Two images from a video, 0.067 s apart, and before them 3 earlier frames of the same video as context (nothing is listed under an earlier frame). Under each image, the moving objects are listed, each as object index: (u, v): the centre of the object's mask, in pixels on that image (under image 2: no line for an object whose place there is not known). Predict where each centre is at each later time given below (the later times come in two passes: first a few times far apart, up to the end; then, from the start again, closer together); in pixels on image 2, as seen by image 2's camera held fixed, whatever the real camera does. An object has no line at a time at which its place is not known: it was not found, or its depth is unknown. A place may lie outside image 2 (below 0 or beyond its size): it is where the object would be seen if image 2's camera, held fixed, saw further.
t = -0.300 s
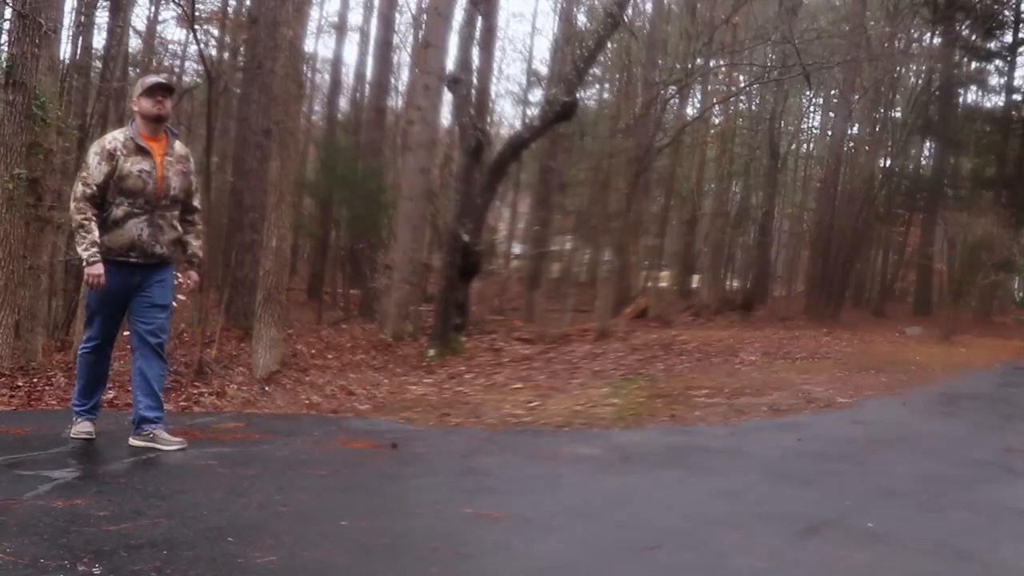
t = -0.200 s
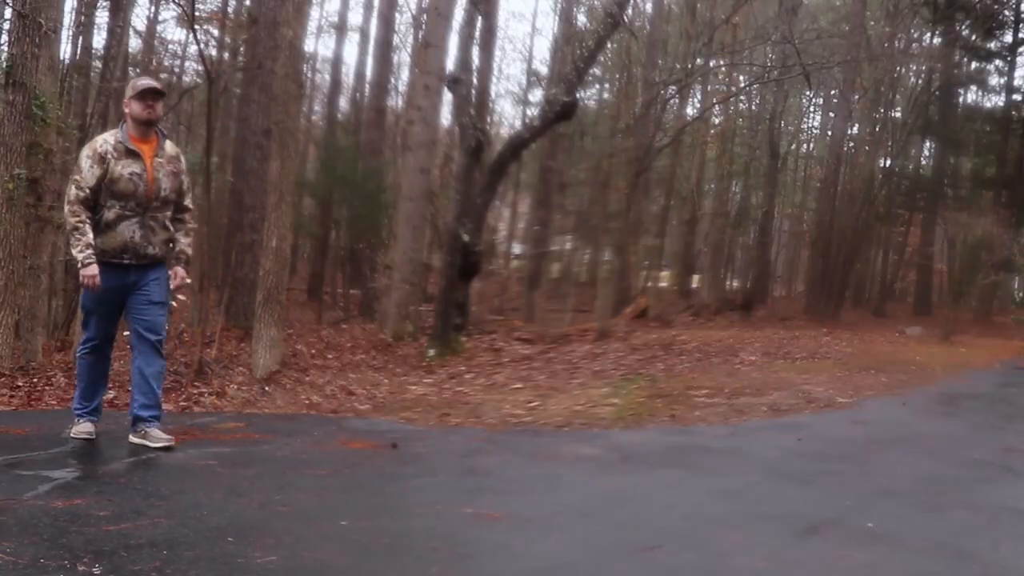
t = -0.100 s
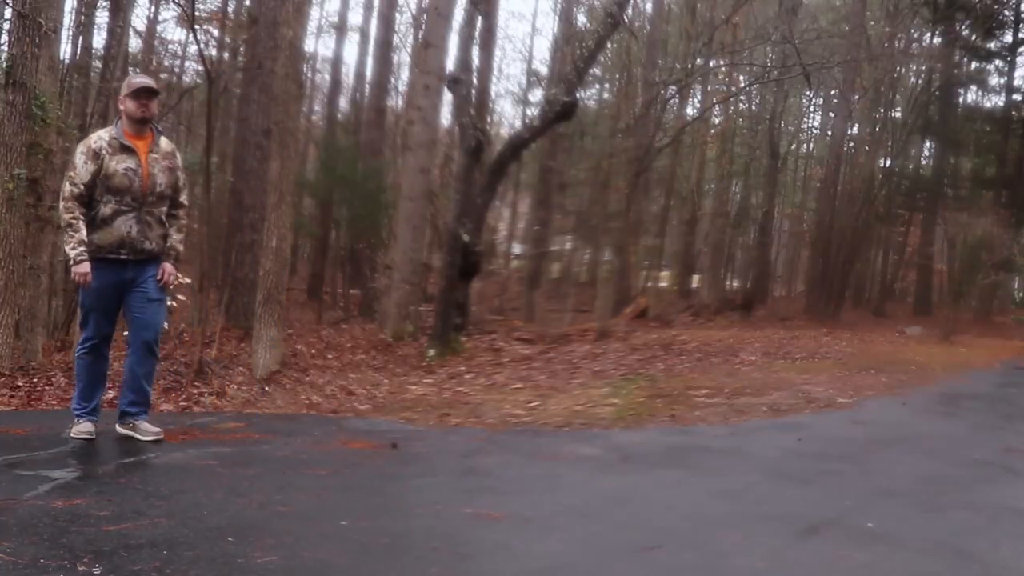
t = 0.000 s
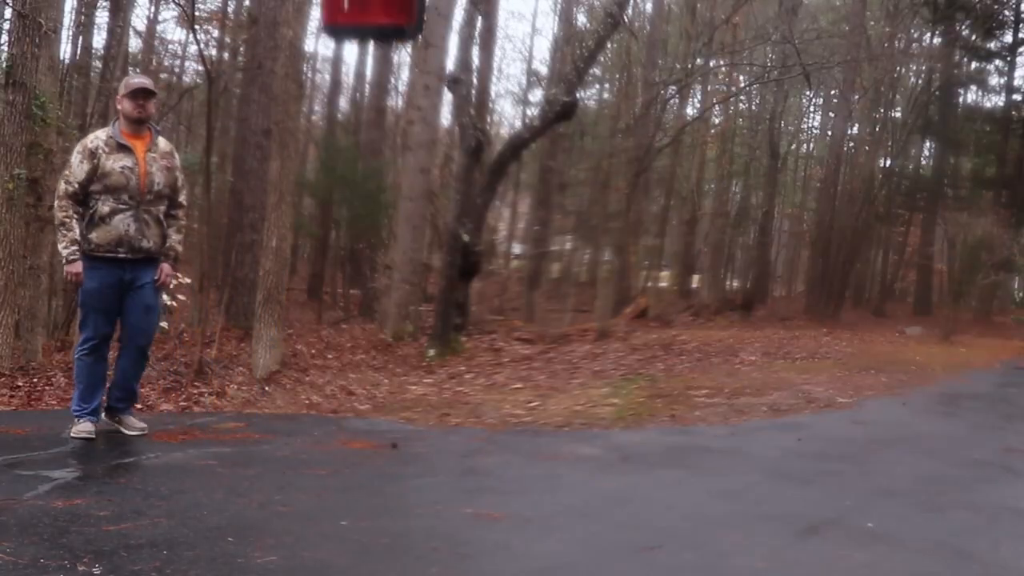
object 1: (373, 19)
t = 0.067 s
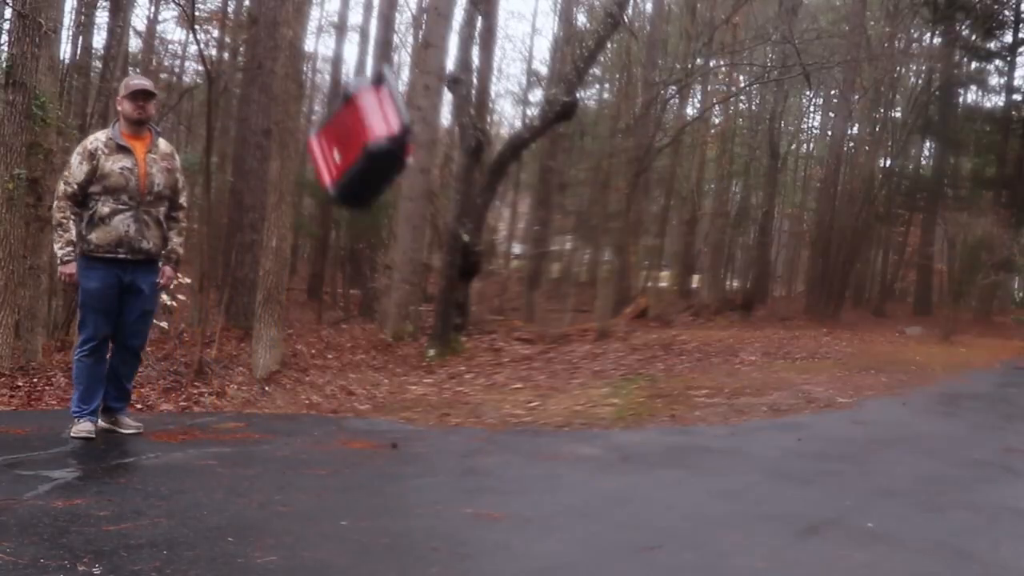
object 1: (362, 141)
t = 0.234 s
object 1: (332, 509)
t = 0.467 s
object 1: (292, 458)
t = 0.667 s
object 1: (253, 494)
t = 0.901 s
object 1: (217, 497)
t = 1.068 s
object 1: (211, 498)
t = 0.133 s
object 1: (351, 303)
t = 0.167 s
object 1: (345, 391)
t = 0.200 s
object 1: (339, 483)
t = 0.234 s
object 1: (332, 509)
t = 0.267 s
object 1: (326, 491)
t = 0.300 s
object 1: (321, 477)
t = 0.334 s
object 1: (316, 467)
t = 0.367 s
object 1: (310, 460)
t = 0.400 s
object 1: (304, 456)
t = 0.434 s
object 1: (298, 455)
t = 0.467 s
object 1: (292, 458)
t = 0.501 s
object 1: (286, 464)
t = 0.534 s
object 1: (279, 473)
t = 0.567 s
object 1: (271, 485)
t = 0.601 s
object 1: (265, 488)
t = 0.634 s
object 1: (259, 490)
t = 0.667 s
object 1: (253, 494)
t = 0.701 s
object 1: (247, 500)
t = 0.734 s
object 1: (241, 496)
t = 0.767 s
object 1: (235, 497)
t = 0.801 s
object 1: (229, 496)
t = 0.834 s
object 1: (224, 498)
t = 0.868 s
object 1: (219, 500)
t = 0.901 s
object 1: (217, 497)
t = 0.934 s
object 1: (216, 498)
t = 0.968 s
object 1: (213, 497)
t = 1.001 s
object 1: (212, 498)
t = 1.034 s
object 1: (212, 498)
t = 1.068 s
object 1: (211, 498)
